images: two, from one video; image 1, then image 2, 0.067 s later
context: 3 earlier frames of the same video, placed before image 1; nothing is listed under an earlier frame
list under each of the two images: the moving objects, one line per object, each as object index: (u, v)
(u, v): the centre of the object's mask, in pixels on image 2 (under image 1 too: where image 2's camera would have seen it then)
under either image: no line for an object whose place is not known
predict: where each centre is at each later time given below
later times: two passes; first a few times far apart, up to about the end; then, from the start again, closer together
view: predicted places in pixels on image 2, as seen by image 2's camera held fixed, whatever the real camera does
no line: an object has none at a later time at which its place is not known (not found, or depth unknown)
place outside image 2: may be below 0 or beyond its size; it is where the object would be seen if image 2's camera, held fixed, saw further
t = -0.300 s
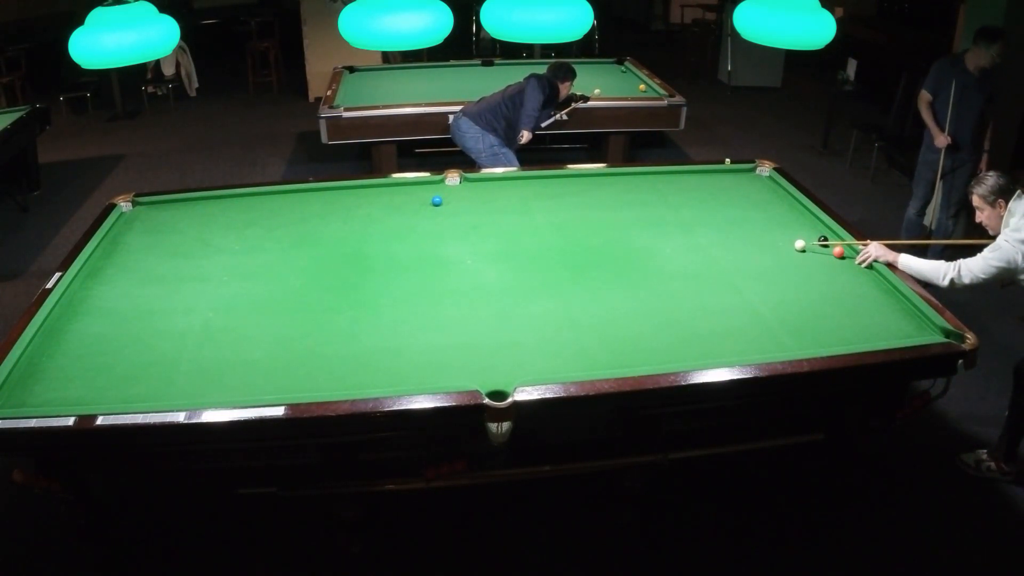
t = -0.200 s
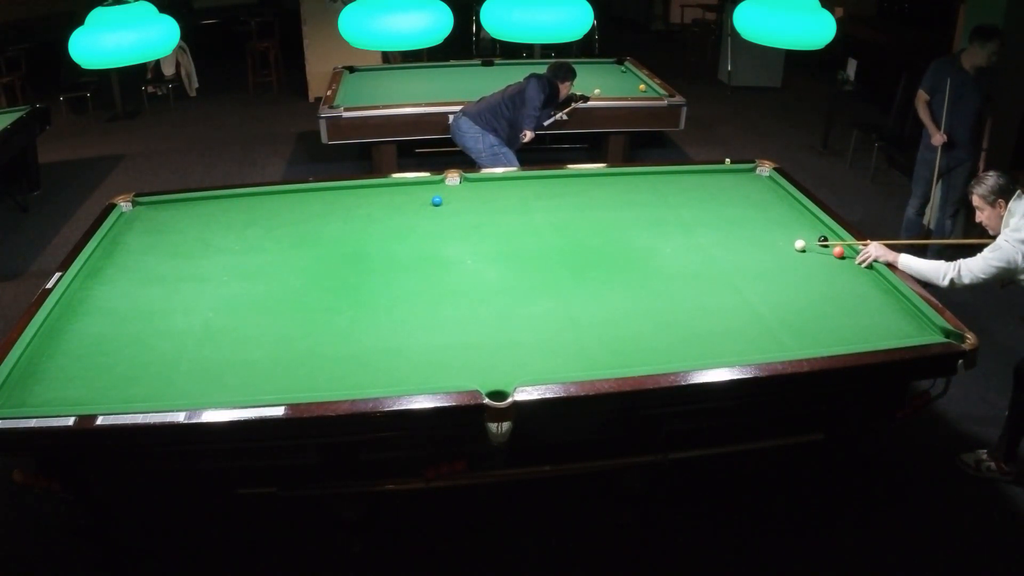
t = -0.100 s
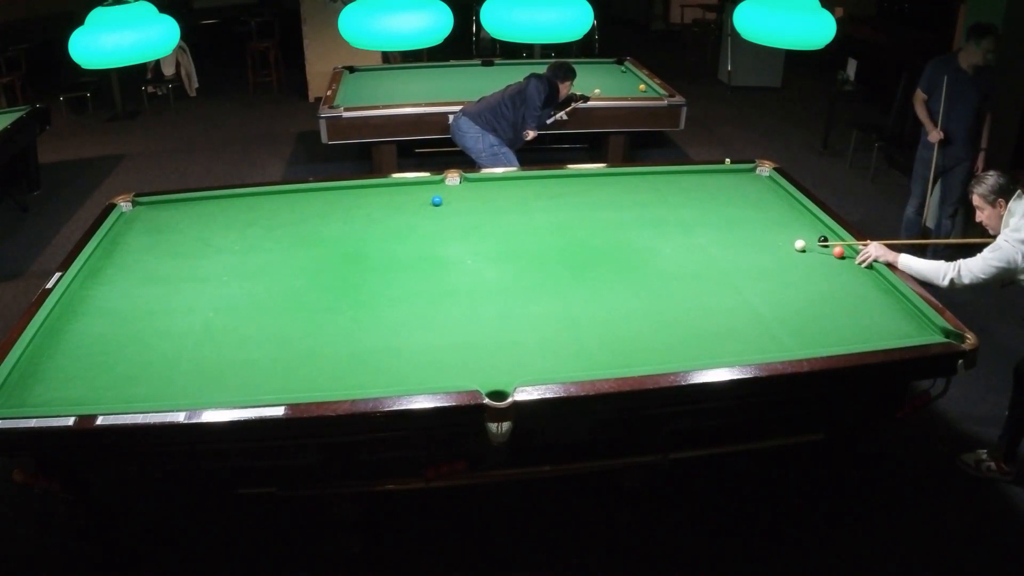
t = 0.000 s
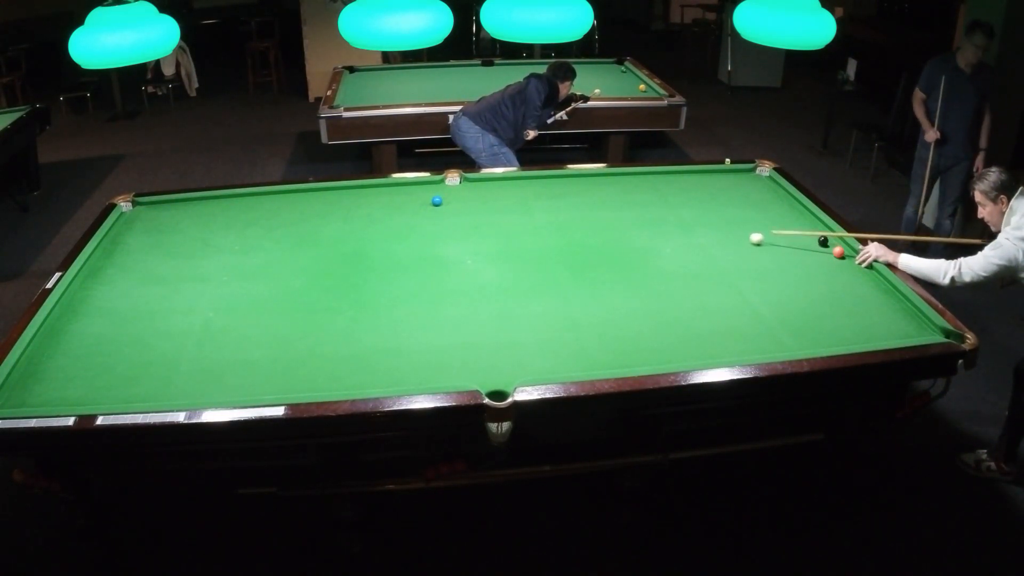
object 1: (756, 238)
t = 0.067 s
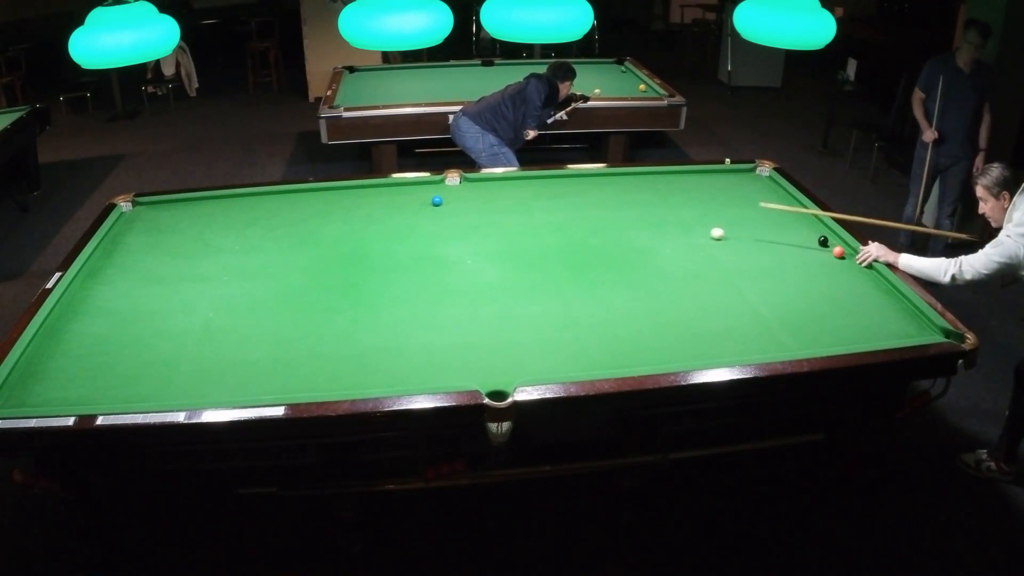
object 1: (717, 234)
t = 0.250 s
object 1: (619, 221)
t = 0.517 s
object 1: (485, 205)
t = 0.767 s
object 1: (439, 192)
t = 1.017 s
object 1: (417, 186)
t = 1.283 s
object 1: (404, 196)
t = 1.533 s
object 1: (391, 206)
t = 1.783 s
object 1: (379, 215)
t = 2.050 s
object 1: (366, 225)
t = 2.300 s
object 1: (355, 235)
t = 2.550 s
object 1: (344, 244)
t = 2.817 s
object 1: (333, 253)
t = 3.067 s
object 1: (322, 262)
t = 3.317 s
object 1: (313, 270)
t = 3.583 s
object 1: (303, 279)
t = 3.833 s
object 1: (295, 286)
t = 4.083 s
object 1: (288, 293)
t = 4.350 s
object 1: (281, 299)
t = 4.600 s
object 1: (275, 305)
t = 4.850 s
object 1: (270, 310)
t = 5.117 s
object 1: (267, 313)
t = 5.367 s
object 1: (264, 317)
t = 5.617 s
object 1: (263, 319)
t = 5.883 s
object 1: (261, 320)
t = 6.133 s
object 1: (261, 321)
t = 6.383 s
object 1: (261, 321)
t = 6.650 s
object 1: (262, 320)
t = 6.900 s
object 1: (262, 320)
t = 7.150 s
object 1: (261, 320)
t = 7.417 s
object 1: (261, 320)
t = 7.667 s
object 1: (261, 319)
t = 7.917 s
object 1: (261, 320)
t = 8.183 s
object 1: (261, 320)
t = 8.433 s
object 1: (261, 319)
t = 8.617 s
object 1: (261, 320)
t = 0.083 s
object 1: (708, 232)
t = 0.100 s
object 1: (698, 231)
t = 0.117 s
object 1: (689, 230)
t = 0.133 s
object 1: (680, 229)
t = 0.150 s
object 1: (672, 228)
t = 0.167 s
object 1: (663, 227)
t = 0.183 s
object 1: (654, 225)
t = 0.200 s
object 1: (645, 224)
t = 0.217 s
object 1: (636, 223)
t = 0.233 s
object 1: (628, 222)
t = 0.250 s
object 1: (619, 221)
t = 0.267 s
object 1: (610, 220)
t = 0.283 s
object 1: (602, 219)
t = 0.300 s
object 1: (593, 218)
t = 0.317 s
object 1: (585, 217)
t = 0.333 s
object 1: (576, 216)
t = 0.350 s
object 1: (568, 215)
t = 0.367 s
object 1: (559, 214)
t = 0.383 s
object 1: (551, 213)
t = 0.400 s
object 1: (542, 212)
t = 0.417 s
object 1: (534, 211)
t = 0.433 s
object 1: (526, 210)
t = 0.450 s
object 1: (518, 209)
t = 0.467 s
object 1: (510, 208)
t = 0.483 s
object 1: (502, 207)
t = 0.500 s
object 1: (493, 206)
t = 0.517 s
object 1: (485, 205)
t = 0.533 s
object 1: (478, 204)
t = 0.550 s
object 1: (470, 203)
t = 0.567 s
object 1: (462, 202)
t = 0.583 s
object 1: (454, 201)
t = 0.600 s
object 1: (448, 200)
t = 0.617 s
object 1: (447, 200)
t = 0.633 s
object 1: (447, 199)
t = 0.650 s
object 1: (446, 198)
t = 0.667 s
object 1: (446, 197)
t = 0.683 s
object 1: (445, 196)
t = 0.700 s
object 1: (444, 195)
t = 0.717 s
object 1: (443, 195)
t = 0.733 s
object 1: (442, 194)
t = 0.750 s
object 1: (441, 193)
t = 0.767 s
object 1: (439, 192)
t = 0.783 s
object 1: (437, 191)
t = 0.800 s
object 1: (436, 190)
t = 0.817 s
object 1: (434, 190)
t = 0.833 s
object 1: (432, 189)
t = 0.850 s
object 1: (430, 188)
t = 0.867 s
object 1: (429, 187)
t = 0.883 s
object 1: (427, 187)
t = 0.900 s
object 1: (425, 186)
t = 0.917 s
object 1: (423, 185)
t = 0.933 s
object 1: (422, 184)
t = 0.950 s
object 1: (420, 184)
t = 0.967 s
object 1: (419, 184)
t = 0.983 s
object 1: (418, 185)
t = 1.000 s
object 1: (417, 185)
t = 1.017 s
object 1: (417, 186)
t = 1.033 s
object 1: (416, 186)
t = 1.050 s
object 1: (415, 187)
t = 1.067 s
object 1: (414, 188)
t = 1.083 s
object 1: (413, 188)
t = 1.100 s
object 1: (413, 189)
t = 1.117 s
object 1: (412, 190)
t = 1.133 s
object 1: (411, 190)
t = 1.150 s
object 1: (410, 191)
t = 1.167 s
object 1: (409, 192)
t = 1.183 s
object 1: (408, 192)
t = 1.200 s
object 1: (408, 193)
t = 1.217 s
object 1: (407, 194)
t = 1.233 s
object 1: (406, 194)
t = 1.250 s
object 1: (405, 195)
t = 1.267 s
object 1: (404, 195)
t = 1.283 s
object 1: (404, 196)
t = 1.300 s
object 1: (403, 197)
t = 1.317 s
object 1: (402, 197)
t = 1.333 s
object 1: (401, 198)
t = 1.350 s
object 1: (400, 199)
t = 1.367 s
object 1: (400, 199)
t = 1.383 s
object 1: (399, 200)
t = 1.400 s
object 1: (398, 200)
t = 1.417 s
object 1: (397, 201)
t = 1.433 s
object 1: (396, 202)
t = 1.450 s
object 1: (396, 202)
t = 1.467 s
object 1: (395, 203)
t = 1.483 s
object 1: (394, 204)
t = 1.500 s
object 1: (393, 204)
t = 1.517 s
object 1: (392, 205)
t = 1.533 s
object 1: (391, 206)
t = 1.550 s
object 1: (391, 206)
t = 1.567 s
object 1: (390, 207)
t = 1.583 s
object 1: (389, 208)
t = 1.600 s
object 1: (388, 208)
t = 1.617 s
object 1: (387, 209)
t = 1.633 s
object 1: (386, 210)
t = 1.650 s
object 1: (386, 210)
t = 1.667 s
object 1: (385, 211)
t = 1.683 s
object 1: (384, 211)
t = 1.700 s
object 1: (383, 212)
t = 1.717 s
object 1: (383, 213)
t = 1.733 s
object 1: (382, 213)
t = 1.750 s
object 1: (381, 214)
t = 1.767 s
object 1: (380, 215)
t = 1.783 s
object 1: (379, 215)
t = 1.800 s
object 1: (378, 216)
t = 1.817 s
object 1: (378, 217)
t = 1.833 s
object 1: (377, 217)
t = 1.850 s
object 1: (376, 218)
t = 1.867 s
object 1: (375, 218)
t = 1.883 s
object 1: (374, 219)
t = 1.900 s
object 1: (374, 220)
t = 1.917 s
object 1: (373, 220)
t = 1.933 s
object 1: (372, 221)
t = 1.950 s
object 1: (371, 221)
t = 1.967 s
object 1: (371, 222)
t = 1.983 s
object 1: (370, 223)
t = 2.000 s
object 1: (369, 223)
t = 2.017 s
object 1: (368, 224)
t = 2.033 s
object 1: (367, 225)
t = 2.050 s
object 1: (366, 225)
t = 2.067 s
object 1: (366, 226)
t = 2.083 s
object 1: (365, 227)
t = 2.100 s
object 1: (364, 227)
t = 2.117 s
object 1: (364, 228)
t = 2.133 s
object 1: (363, 228)
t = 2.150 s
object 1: (362, 229)
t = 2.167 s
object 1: (361, 230)
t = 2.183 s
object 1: (360, 230)
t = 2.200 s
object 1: (360, 231)
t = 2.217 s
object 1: (359, 231)
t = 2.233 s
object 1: (358, 232)
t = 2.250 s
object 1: (357, 233)
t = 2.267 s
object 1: (357, 233)
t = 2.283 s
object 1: (356, 234)
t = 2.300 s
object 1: (355, 235)
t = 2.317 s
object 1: (355, 235)
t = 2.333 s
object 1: (354, 236)
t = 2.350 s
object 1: (353, 236)
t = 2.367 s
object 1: (352, 237)
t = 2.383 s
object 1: (352, 237)
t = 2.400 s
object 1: (351, 238)
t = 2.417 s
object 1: (350, 239)
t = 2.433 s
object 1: (349, 239)
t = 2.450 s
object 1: (349, 240)
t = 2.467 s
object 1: (348, 241)
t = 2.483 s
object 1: (347, 241)
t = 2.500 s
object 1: (346, 242)
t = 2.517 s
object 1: (346, 242)
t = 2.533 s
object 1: (345, 243)
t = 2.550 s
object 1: (344, 244)
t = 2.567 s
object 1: (343, 244)
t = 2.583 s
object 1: (343, 245)
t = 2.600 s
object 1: (342, 245)
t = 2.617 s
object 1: (341, 246)
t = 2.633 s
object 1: (340, 247)
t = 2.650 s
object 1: (340, 247)
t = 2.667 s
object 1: (339, 248)
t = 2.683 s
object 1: (338, 248)
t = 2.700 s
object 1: (337, 249)
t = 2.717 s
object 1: (337, 250)
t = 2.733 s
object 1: (336, 250)
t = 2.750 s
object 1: (335, 251)
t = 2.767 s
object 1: (335, 251)
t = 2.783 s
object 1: (334, 252)
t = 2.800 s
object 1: (333, 253)
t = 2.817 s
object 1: (333, 253)
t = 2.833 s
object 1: (332, 254)
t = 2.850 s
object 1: (331, 254)
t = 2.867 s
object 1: (330, 255)
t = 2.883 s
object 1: (330, 256)
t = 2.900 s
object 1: (329, 256)
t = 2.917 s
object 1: (328, 257)
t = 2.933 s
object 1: (328, 257)
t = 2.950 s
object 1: (327, 258)
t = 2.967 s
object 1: (326, 259)
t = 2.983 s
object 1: (326, 259)
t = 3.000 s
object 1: (325, 260)
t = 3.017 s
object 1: (324, 260)
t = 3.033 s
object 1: (324, 261)
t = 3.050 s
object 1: (323, 261)
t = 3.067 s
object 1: (322, 262)
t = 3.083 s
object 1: (322, 263)
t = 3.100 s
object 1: (321, 263)
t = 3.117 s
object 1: (320, 264)
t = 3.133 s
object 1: (320, 264)
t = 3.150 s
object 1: (319, 265)
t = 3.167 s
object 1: (318, 265)
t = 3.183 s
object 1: (318, 266)
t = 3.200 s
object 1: (317, 266)
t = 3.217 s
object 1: (317, 267)
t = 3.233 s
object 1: (316, 268)
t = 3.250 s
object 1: (315, 268)
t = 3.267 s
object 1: (315, 268)
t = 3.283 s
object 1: (314, 269)
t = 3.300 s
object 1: (313, 270)
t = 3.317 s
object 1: (313, 270)
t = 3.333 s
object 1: (312, 271)
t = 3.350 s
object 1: (312, 271)
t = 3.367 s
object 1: (311, 272)
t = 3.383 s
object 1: (310, 272)
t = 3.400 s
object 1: (310, 273)
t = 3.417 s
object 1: (309, 273)
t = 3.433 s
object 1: (308, 274)
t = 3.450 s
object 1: (308, 274)
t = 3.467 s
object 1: (307, 275)
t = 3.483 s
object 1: (307, 276)
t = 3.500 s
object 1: (306, 276)
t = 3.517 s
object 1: (306, 277)
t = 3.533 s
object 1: (305, 277)
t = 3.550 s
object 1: (305, 277)
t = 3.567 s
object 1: (304, 278)
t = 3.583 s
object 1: (303, 279)
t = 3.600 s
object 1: (303, 279)
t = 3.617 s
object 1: (302, 280)
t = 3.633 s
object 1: (302, 280)
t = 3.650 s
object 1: (301, 281)
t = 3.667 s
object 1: (301, 281)
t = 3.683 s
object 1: (300, 282)
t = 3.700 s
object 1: (300, 282)
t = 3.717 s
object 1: (299, 283)
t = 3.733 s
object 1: (298, 283)
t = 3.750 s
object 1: (298, 284)
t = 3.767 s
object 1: (297, 284)
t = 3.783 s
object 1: (297, 285)
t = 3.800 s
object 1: (296, 285)
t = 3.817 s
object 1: (296, 286)
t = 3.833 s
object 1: (295, 286)
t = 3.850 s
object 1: (295, 287)
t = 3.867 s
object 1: (294, 287)
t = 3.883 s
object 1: (294, 288)
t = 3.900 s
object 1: (293, 288)
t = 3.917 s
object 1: (293, 288)
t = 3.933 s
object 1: (292, 289)
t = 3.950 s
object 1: (292, 289)
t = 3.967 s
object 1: (291, 290)
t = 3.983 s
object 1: (291, 290)
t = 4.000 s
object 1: (290, 291)
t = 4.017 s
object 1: (290, 291)
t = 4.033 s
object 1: (289, 291)
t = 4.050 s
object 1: (289, 292)
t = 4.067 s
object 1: (289, 292)
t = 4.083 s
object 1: (288, 293)
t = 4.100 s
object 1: (288, 293)
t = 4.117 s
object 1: (287, 294)
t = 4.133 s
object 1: (287, 294)
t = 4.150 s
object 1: (286, 295)
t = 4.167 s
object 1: (286, 295)
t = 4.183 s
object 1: (285, 296)
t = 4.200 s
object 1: (285, 296)
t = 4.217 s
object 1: (284, 296)
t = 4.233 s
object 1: (284, 297)
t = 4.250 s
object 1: (283, 297)
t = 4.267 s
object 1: (283, 297)
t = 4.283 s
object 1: (283, 298)
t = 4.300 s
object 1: (282, 298)
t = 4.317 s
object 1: (282, 299)
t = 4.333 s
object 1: (281, 299)
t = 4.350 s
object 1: (281, 299)
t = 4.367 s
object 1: (280, 300)
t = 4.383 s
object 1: (280, 300)
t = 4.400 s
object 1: (280, 301)
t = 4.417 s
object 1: (279, 301)
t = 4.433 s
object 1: (279, 301)
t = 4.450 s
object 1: (278, 302)
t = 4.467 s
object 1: (278, 302)
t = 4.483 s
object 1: (278, 303)
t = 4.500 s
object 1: (277, 303)
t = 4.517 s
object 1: (277, 303)
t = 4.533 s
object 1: (277, 304)
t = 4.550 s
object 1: (276, 304)
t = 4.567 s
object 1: (276, 304)
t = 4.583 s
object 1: (276, 305)
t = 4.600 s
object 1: (275, 305)
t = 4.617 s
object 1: (275, 305)
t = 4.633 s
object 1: (275, 306)
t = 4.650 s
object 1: (274, 306)
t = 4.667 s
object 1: (274, 306)
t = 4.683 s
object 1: (274, 307)
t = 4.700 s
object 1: (273, 307)
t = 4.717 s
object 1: (273, 307)
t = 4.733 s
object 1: (273, 308)
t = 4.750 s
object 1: (272, 308)
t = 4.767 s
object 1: (272, 308)
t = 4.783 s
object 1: (272, 308)
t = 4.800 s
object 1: (271, 309)
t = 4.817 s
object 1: (271, 309)
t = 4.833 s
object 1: (271, 309)
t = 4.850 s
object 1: (270, 310)
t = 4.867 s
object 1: (270, 310)
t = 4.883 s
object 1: (270, 310)
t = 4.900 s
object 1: (269, 311)
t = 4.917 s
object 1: (267, 312)
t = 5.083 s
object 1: (270, 308)
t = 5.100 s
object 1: (268, 311)
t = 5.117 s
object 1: (267, 313)
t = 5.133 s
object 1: (267, 314)
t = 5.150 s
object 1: (266, 314)
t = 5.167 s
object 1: (266, 315)
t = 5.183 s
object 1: (266, 315)
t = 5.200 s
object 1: (265, 315)
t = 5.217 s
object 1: (265, 315)
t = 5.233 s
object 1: (265, 316)
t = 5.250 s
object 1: (265, 316)
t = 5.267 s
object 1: (265, 316)
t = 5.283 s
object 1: (265, 316)
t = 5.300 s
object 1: (265, 317)
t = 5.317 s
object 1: (264, 317)
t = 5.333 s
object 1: (264, 317)
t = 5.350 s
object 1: (264, 317)
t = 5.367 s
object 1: (264, 317)
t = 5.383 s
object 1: (264, 317)
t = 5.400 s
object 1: (264, 318)
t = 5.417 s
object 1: (264, 318)
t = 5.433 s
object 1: (263, 318)
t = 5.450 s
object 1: (263, 318)
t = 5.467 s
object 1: (263, 318)
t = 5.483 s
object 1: (263, 318)
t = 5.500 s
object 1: (263, 319)
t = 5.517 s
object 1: (263, 319)
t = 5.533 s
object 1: (263, 319)
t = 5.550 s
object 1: (263, 319)
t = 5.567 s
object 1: (263, 319)
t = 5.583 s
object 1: (263, 319)
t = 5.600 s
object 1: (263, 319)
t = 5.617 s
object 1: (263, 319)
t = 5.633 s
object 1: (262, 320)
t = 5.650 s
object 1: (262, 320)
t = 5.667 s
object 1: (262, 320)
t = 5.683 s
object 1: (262, 320)
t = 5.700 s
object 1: (262, 320)
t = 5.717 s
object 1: (262, 320)
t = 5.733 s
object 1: (262, 320)
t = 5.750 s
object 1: (262, 320)
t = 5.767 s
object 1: (262, 320)
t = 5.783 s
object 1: (262, 320)
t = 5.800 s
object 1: (262, 320)
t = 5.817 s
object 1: (262, 320)
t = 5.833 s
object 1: (261, 320)
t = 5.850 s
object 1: (261, 320)
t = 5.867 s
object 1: (261, 320)
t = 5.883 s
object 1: (261, 320)
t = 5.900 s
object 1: (261, 320)
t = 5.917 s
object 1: (261, 320)
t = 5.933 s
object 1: (261, 320)
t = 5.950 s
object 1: (261, 321)
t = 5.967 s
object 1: (261, 321)
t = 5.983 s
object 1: (261, 321)
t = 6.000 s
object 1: (261, 321)
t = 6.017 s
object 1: (261, 321)
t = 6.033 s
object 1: (261, 321)
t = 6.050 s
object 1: (261, 321)
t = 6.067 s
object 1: (261, 321)
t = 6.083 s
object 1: (261, 321)
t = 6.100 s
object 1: (261, 321)
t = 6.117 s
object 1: (261, 321)
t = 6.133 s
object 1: (261, 321)
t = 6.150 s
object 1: (261, 321)
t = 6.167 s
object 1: (261, 321)
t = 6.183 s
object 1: (261, 321)
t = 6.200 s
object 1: (261, 321)
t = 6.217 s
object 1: (261, 321)
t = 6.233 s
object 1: (261, 321)
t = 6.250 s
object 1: (261, 321)
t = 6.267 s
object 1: (261, 320)
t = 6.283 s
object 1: (261, 321)
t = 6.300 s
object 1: (261, 321)
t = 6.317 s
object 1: (261, 321)
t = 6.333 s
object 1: (261, 320)
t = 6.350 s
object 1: (261, 321)
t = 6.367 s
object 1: (261, 320)
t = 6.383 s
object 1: (261, 321)
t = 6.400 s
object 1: (261, 321)
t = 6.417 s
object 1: (261, 321)
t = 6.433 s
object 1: (261, 320)
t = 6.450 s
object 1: (262, 320)
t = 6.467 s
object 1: (262, 320)
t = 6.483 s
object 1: (261, 320)
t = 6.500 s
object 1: (261, 321)
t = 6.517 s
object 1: (262, 320)
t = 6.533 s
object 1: (262, 320)
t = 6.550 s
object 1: (261, 320)
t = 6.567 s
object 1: (261, 320)
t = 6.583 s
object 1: (262, 320)
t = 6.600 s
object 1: (261, 320)
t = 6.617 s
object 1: (262, 320)
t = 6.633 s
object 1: (262, 320)
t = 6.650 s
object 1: (262, 320)
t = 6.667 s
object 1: (262, 320)
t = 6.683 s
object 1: (262, 320)
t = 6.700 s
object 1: (262, 320)
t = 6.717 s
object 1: (262, 320)
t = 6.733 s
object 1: (261, 320)
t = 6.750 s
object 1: (262, 320)
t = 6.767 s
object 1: (262, 320)
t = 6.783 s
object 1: (262, 320)
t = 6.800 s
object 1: (262, 320)
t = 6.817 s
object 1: (262, 320)
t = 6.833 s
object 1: (262, 320)
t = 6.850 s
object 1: (262, 320)
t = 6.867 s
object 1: (262, 320)
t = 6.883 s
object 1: (262, 320)
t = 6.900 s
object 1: (262, 320)
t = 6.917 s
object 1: (262, 320)
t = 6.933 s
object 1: (262, 320)
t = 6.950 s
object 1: (262, 320)
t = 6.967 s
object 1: (261, 320)
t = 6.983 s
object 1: (261, 320)
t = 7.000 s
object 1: (261, 320)
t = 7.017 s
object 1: (261, 320)
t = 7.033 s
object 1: (261, 320)
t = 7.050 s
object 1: (261, 320)
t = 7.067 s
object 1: (261, 320)
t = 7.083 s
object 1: (261, 320)
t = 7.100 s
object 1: (261, 320)
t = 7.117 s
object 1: (261, 320)
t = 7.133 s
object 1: (261, 320)
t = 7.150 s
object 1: (261, 320)
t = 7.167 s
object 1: (261, 320)
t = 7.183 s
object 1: (261, 319)
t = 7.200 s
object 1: (261, 320)
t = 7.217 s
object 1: (261, 320)
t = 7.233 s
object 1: (261, 320)
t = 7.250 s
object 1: (261, 320)
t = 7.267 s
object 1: (261, 320)
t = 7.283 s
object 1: (261, 320)
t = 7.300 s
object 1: (261, 320)
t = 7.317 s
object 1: (261, 320)
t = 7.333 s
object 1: (261, 319)
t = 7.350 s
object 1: (261, 320)
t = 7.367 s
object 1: (261, 320)
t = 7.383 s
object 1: (261, 320)
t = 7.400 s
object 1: (261, 320)
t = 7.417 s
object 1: (261, 320)
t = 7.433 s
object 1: (261, 320)
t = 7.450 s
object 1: (261, 320)
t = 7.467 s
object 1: (261, 320)
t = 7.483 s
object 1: (261, 320)
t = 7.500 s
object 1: (261, 320)
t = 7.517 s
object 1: (261, 319)
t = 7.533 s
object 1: (261, 320)
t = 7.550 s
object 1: (261, 320)
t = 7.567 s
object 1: (261, 320)
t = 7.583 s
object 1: (261, 320)
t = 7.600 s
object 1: (261, 320)
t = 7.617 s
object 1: (261, 320)
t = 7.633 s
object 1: (261, 319)
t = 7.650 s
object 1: (261, 319)
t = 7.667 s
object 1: (261, 319)
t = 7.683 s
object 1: (261, 320)
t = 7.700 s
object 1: (261, 320)
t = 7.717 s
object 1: (261, 320)
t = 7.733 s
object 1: (261, 319)
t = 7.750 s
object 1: (261, 320)
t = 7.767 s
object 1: (261, 319)
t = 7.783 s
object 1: (261, 320)
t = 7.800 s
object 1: (261, 320)
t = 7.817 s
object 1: (261, 319)
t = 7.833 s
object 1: (261, 320)
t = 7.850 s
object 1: (261, 320)
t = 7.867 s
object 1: (261, 320)
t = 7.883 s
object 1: (261, 320)
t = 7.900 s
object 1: (261, 320)
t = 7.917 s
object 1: (261, 320)
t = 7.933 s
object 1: (261, 319)
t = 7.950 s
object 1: (261, 320)
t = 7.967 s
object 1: (261, 320)
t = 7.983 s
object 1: (261, 320)
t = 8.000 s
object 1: (261, 320)
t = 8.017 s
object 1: (261, 320)
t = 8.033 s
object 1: (261, 319)
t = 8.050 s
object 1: (261, 320)
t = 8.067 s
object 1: (261, 319)
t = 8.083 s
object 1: (261, 319)
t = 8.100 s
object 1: (261, 320)
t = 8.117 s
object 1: (261, 320)
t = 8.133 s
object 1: (261, 319)
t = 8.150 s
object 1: (261, 320)
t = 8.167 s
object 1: (261, 320)
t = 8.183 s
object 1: (261, 320)
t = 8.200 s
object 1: (261, 320)
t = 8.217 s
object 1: (261, 320)
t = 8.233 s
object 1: (261, 320)
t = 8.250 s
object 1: (261, 320)
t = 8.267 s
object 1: (261, 320)
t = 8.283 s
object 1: (261, 319)
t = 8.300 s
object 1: (261, 319)
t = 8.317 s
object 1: (261, 320)
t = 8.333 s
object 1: (261, 320)
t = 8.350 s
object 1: (261, 320)
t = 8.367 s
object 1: (261, 320)
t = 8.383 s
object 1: (261, 320)
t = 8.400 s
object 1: (261, 319)
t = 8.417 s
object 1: (261, 319)
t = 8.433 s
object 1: (261, 319)
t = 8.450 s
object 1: (261, 320)
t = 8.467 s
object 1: (261, 320)
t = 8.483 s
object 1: (261, 319)
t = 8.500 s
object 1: (261, 319)
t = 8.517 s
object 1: (261, 319)
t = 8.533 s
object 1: (262, 319)
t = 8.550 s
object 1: (261, 320)
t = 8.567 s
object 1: (261, 320)
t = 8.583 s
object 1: (262, 319)
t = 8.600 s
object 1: (261, 319)
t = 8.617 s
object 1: (261, 320)
